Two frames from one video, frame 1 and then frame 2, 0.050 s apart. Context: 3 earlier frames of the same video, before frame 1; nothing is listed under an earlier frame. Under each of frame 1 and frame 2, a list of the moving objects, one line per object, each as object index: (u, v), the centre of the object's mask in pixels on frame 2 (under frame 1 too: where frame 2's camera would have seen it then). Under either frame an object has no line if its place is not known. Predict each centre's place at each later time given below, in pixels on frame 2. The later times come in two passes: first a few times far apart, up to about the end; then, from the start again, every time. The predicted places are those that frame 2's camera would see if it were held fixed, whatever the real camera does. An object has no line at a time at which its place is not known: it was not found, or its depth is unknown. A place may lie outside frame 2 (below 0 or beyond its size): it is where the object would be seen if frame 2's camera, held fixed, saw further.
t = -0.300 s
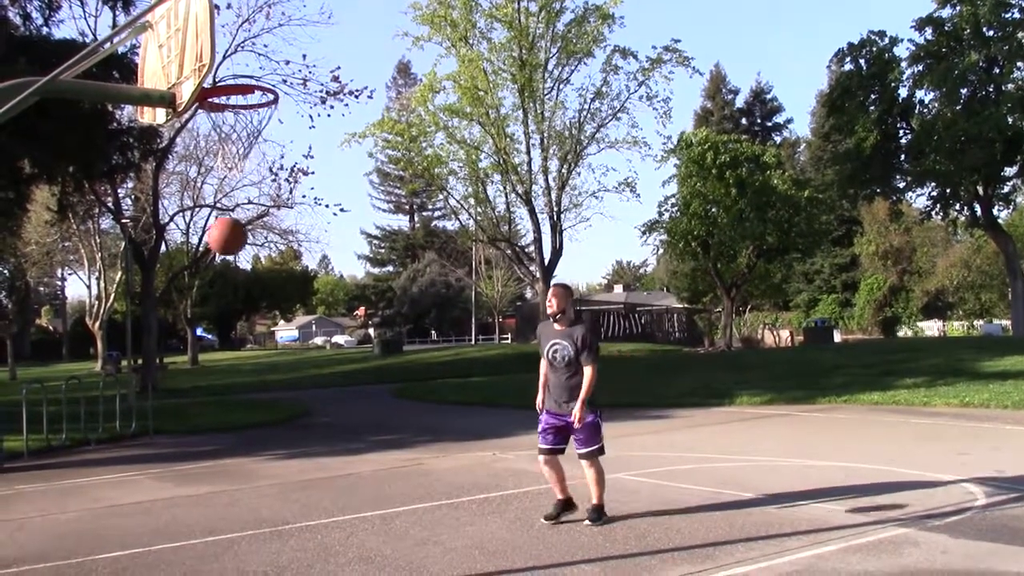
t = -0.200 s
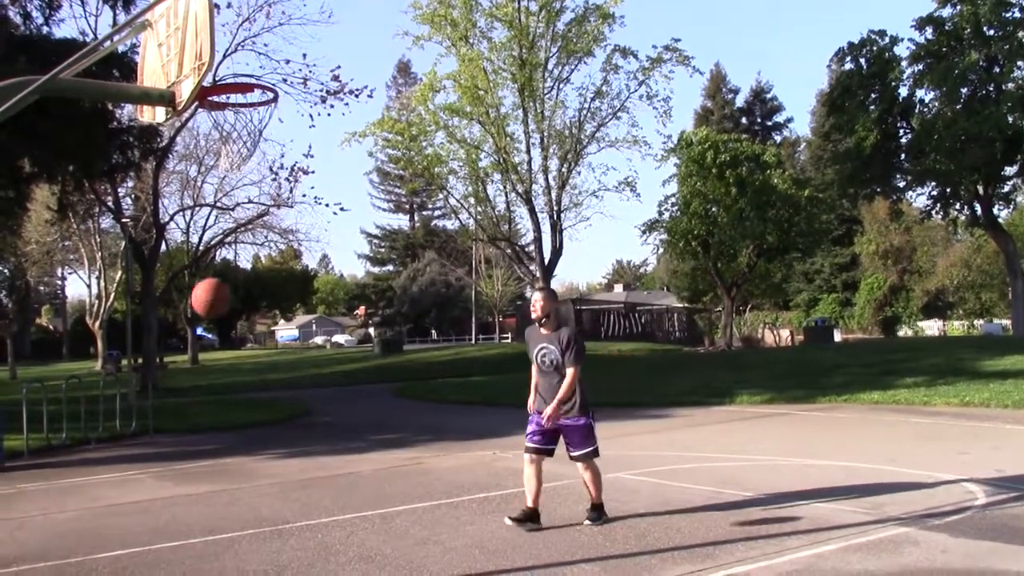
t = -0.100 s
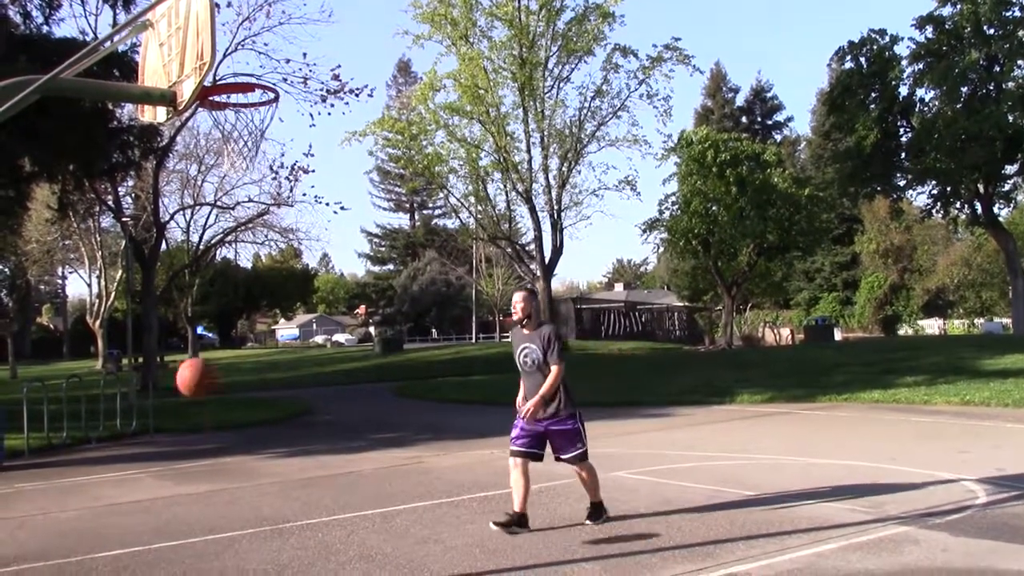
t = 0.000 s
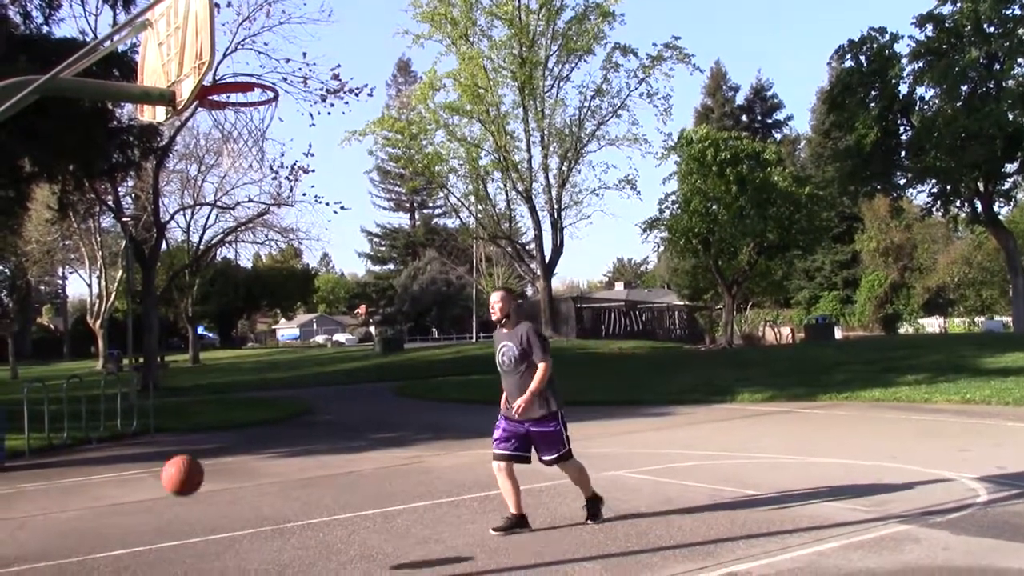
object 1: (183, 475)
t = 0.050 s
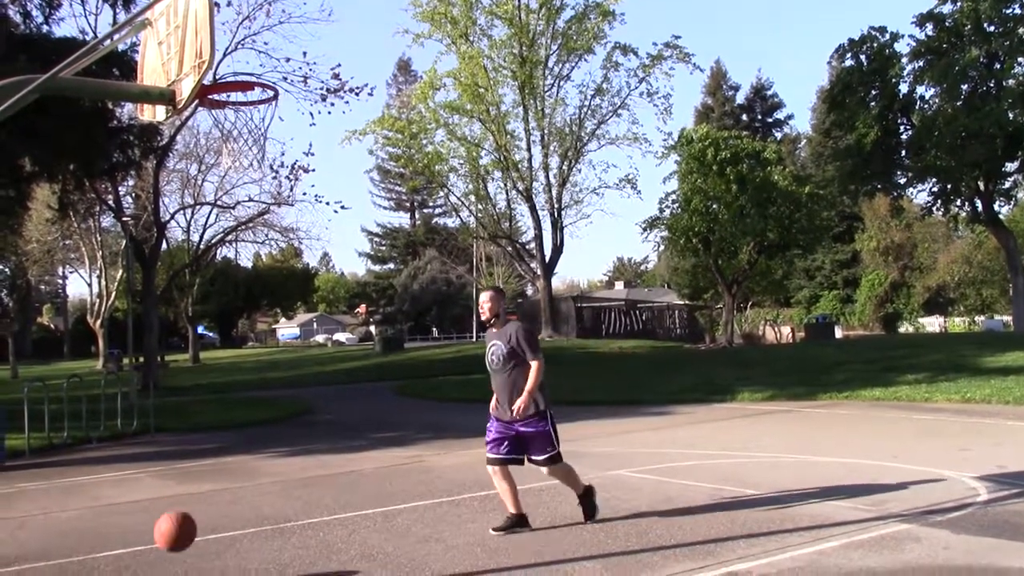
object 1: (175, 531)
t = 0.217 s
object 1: (146, 484)
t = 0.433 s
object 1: (108, 374)
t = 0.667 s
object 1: (70, 340)
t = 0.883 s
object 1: (34, 388)
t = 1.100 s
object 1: (3, 517)
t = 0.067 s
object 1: (172, 551)
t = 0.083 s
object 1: (171, 564)
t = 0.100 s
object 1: (168, 566)
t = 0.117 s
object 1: (164, 559)
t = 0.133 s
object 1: (161, 546)
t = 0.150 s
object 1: (158, 533)
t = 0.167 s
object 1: (154, 520)
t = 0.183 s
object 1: (151, 508)
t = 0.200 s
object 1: (148, 496)
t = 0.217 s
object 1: (146, 484)
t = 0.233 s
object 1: (142, 473)
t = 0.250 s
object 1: (140, 462)
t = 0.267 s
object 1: (135, 452)
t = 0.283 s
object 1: (134, 442)
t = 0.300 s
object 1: (130, 433)
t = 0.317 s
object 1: (128, 424)
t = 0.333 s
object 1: (124, 417)
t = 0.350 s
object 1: (121, 409)
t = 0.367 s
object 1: (118, 400)
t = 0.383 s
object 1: (116, 394)
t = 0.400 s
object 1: (115, 387)
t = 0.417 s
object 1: (110, 380)
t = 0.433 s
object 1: (108, 374)
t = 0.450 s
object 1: (107, 369)
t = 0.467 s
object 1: (104, 366)
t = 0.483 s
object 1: (101, 361)
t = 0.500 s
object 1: (99, 358)
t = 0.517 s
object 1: (95, 353)
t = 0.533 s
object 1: (91, 349)
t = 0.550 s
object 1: (89, 347)
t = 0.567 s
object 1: (85, 344)
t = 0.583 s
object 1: (81, 343)
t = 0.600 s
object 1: (79, 341)
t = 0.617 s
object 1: (77, 340)
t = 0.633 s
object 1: (74, 340)
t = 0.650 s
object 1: (71, 340)
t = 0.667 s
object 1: (70, 340)
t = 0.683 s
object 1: (66, 341)
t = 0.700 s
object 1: (63, 342)
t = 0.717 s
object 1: (60, 344)
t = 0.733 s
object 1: (58, 346)
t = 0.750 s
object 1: (55, 349)
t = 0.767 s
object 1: (53, 352)
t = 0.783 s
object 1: (50, 355)
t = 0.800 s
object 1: (47, 359)
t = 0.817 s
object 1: (44, 365)
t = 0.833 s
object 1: (42, 369)
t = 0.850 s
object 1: (39, 375)
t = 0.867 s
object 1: (36, 380)
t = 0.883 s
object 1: (34, 388)
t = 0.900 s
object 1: (31, 394)
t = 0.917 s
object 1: (29, 402)
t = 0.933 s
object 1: (26, 410)
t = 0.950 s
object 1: (23, 419)
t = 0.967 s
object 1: (22, 428)
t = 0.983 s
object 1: (18, 436)
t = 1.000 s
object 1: (16, 447)
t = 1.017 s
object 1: (12, 458)
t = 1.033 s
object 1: (10, 469)
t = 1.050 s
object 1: (9, 480)
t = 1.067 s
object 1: (7, 492)
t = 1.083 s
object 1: (5, 504)
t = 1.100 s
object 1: (3, 517)
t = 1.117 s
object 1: (0, 530)
